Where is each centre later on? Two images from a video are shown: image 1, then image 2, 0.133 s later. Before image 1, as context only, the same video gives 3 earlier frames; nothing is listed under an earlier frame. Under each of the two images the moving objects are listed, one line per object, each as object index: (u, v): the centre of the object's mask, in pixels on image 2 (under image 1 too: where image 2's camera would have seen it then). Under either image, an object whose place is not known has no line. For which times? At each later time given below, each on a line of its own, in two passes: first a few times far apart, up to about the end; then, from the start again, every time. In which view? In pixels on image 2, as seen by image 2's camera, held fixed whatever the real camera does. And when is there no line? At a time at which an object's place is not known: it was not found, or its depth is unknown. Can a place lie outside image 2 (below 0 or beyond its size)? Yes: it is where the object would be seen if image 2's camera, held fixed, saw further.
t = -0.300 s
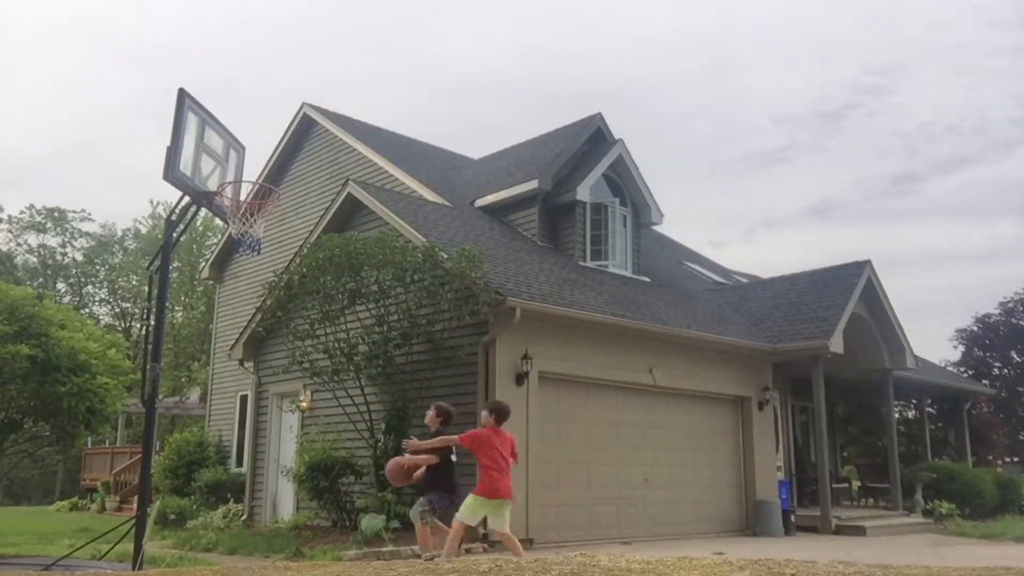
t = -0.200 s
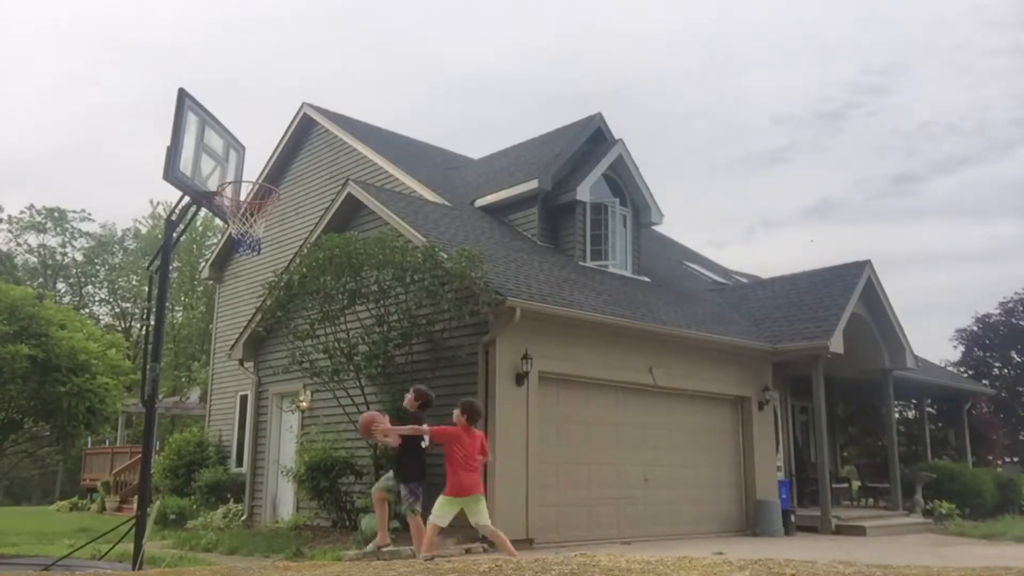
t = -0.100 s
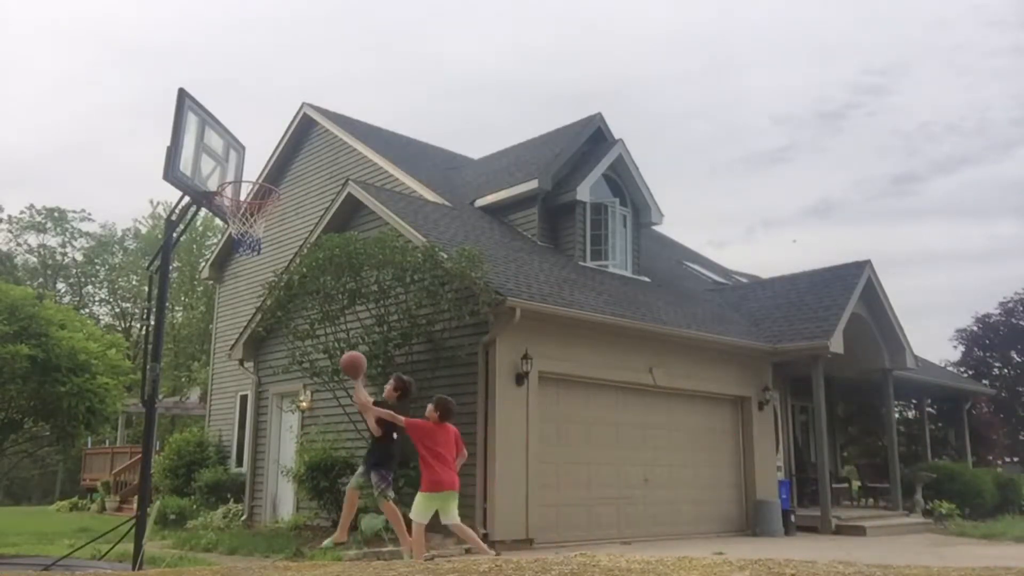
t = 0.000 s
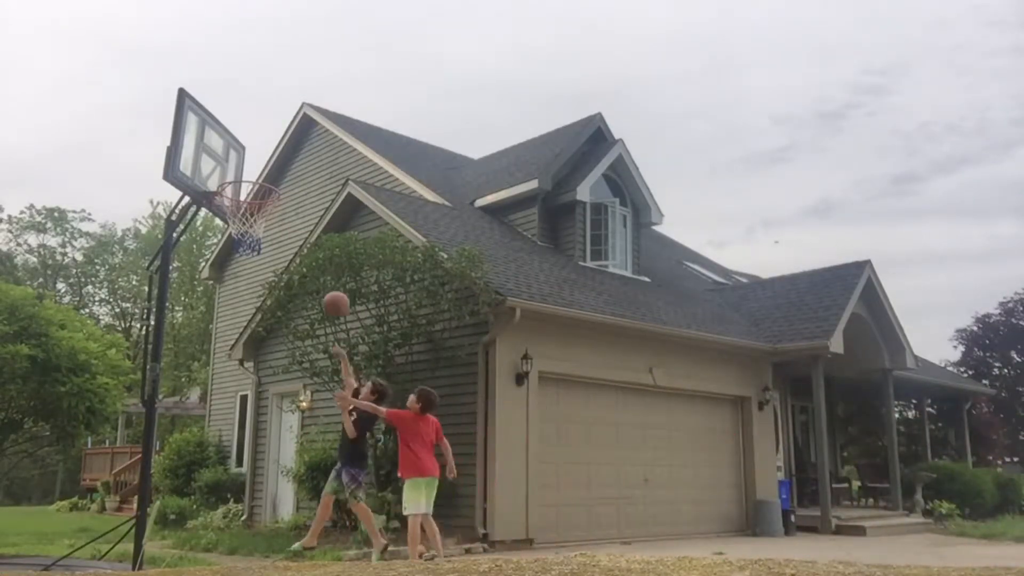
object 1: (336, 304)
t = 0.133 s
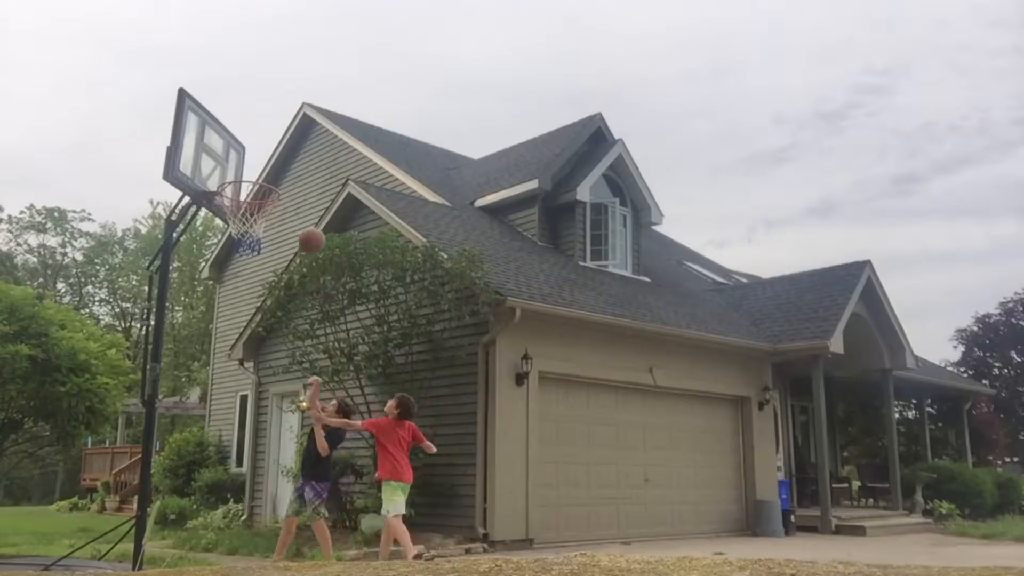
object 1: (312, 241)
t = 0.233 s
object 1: (291, 204)
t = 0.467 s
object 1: (249, 156)
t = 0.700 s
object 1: (246, 169)
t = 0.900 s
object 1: (245, 230)
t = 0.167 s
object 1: (304, 228)
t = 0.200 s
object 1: (298, 216)
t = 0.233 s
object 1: (291, 204)
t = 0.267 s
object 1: (286, 194)
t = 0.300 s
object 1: (280, 182)
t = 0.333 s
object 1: (271, 175)
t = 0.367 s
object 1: (264, 169)
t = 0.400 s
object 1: (257, 163)
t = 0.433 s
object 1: (250, 159)
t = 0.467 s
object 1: (249, 156)
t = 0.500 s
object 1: (249, 154)
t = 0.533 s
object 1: (249, 154)
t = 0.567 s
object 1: (249, 154)
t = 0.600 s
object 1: (248, 156)
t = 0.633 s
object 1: (248, 159)
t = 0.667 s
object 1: (247, 164)
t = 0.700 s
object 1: (246, 169)
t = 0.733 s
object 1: (245, 176)
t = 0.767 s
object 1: (245, 185)
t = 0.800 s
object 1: (243, 195)
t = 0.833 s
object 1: (242, 206)
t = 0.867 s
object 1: (242, 218)
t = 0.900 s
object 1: (245, 230)
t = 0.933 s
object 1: (244, 236)
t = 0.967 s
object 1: (243, 247)
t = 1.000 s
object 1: (243, 259)
